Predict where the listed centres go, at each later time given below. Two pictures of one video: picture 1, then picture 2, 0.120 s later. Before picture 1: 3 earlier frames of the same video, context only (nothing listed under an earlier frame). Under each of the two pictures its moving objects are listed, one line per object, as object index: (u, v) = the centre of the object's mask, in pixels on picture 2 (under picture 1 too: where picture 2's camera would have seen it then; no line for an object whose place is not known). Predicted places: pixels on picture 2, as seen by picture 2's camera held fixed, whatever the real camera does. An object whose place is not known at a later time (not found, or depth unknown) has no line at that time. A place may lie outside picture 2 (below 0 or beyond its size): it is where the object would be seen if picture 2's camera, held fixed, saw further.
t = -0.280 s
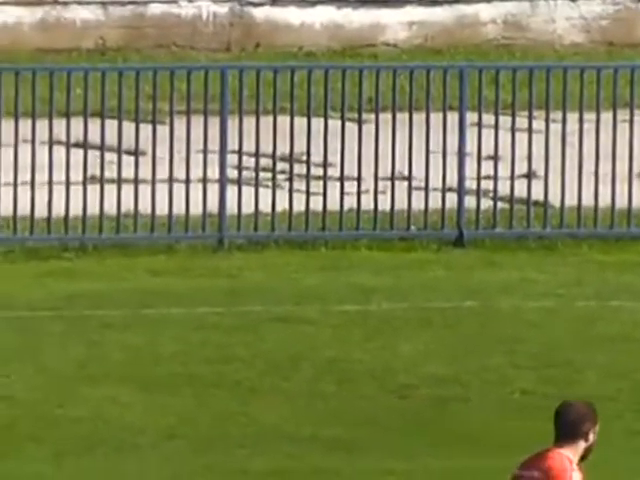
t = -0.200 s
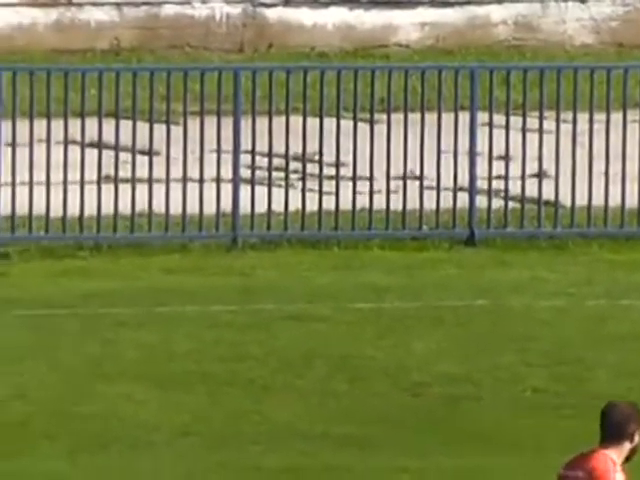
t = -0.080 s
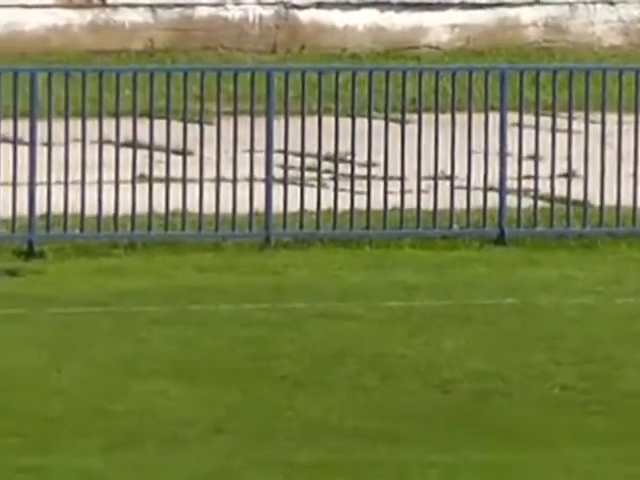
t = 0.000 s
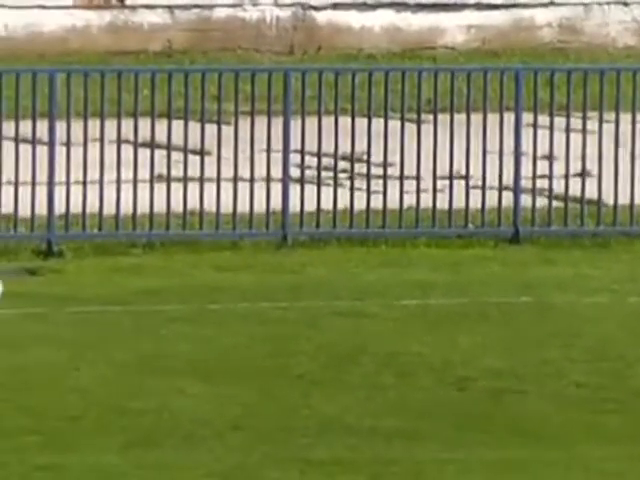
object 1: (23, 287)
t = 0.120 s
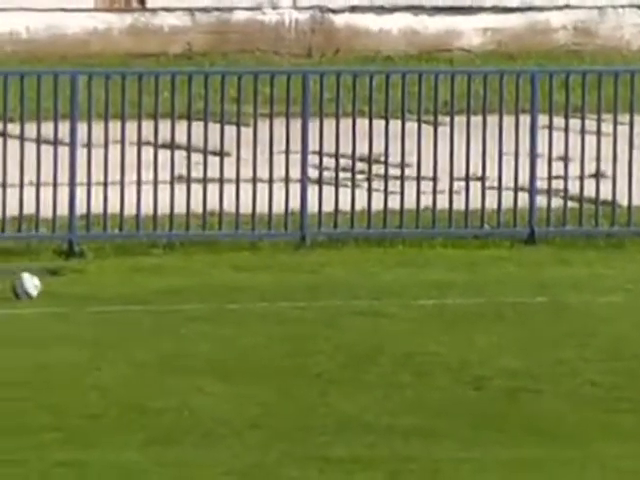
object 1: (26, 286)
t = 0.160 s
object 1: (30, 285)
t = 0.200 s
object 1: (36, 285)
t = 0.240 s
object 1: (41, 286)
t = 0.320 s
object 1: (50, 286)
